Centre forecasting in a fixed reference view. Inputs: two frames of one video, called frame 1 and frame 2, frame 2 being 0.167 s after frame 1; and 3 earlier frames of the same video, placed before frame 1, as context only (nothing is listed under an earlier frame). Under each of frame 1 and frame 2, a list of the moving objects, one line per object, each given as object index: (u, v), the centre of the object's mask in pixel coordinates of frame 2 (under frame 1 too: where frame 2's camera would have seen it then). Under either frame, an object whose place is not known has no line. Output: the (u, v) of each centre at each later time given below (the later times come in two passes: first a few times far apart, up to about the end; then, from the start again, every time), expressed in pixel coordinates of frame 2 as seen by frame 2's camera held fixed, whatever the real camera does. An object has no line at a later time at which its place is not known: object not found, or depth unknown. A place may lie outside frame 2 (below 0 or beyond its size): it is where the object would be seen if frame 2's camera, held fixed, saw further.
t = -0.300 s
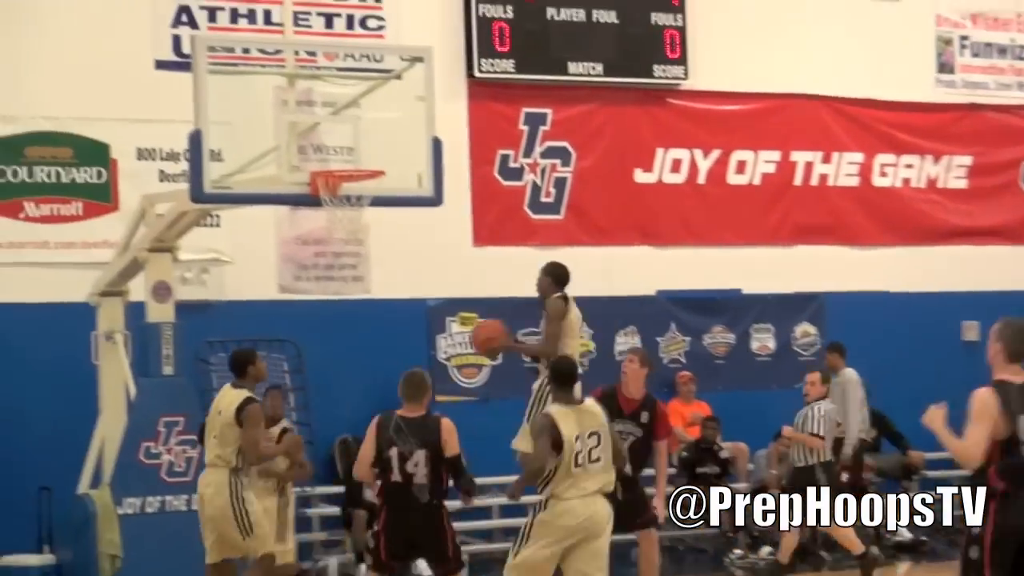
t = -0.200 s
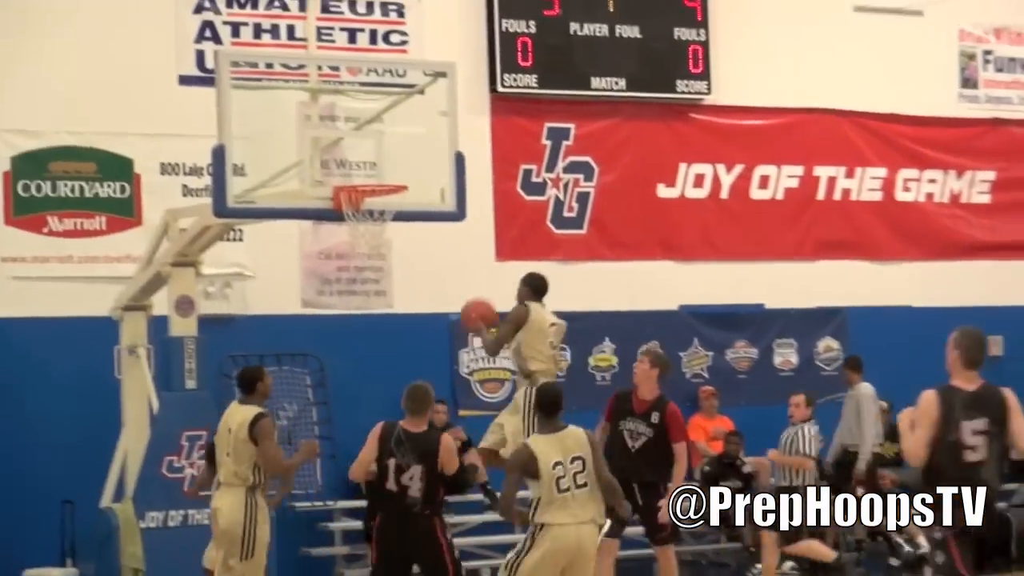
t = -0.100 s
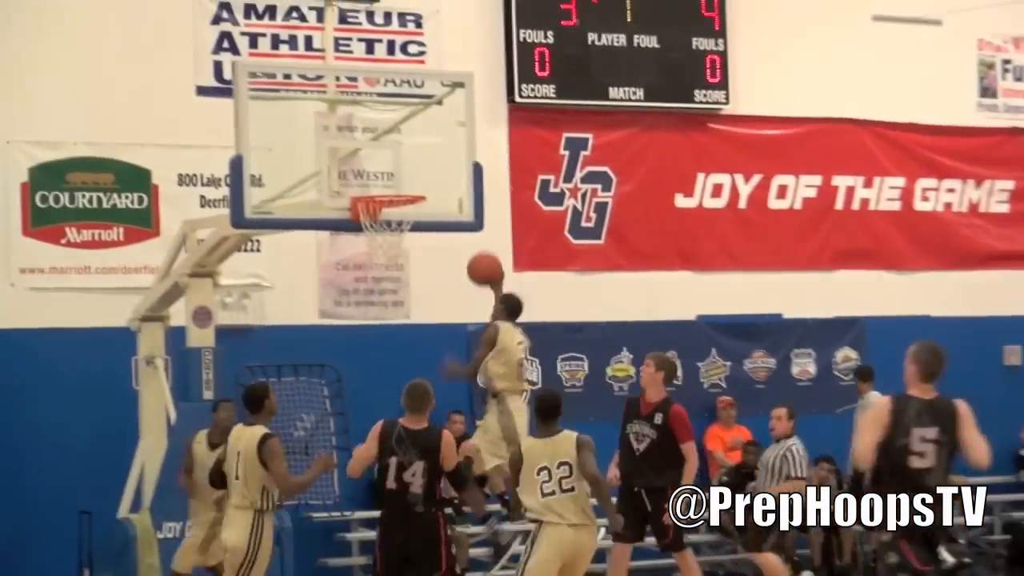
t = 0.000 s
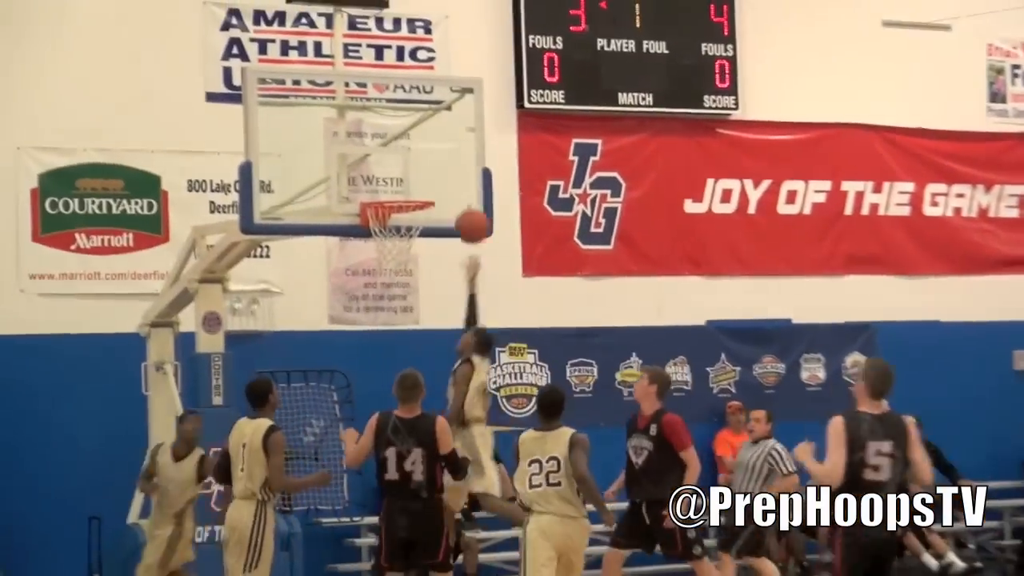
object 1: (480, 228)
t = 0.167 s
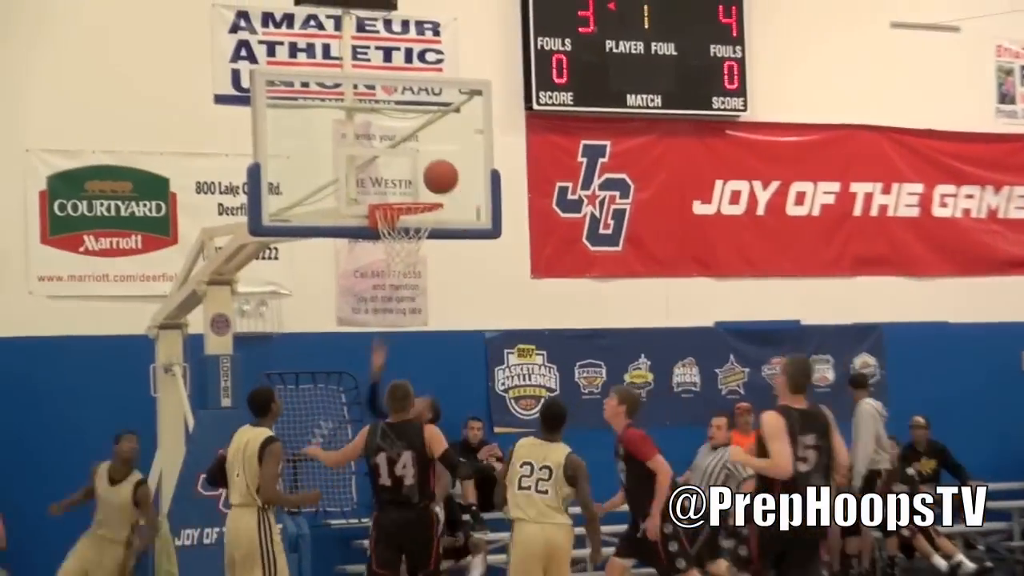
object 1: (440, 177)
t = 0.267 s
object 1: (421, 164)
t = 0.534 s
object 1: (402, 184)
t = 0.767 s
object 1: (431, 236)
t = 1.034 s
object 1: (422, 270)
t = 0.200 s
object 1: (433, 171)
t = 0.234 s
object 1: (425, 168)
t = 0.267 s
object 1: (421, 164)
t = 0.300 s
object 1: (418, 161)
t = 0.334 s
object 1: (416, 159)
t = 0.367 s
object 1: (414, 160)
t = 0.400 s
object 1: (411, 161)
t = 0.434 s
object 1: (409, 164)
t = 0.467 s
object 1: (407, 169)
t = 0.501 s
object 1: (404, 176)
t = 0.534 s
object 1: (402, 184)
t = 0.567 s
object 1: (400, 191)
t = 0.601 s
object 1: (403, 201)
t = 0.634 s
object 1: (411, 210)
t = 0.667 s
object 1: (418, 219)
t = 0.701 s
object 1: (424, 230)
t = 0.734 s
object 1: (429, 235)
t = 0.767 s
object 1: (431, 236)
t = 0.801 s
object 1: (431, 237)
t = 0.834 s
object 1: (430, 238)
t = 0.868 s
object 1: (430, 240)
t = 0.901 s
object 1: (428, 242)
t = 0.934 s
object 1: (427, 246)
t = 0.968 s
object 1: (425, 253)
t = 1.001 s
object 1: (424, 261)
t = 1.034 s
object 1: (422, 270)
